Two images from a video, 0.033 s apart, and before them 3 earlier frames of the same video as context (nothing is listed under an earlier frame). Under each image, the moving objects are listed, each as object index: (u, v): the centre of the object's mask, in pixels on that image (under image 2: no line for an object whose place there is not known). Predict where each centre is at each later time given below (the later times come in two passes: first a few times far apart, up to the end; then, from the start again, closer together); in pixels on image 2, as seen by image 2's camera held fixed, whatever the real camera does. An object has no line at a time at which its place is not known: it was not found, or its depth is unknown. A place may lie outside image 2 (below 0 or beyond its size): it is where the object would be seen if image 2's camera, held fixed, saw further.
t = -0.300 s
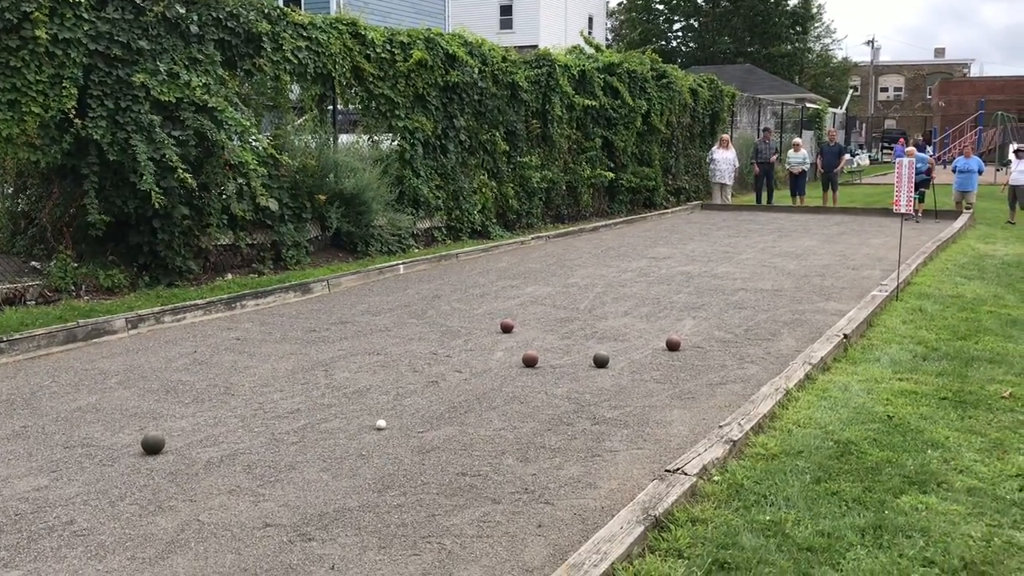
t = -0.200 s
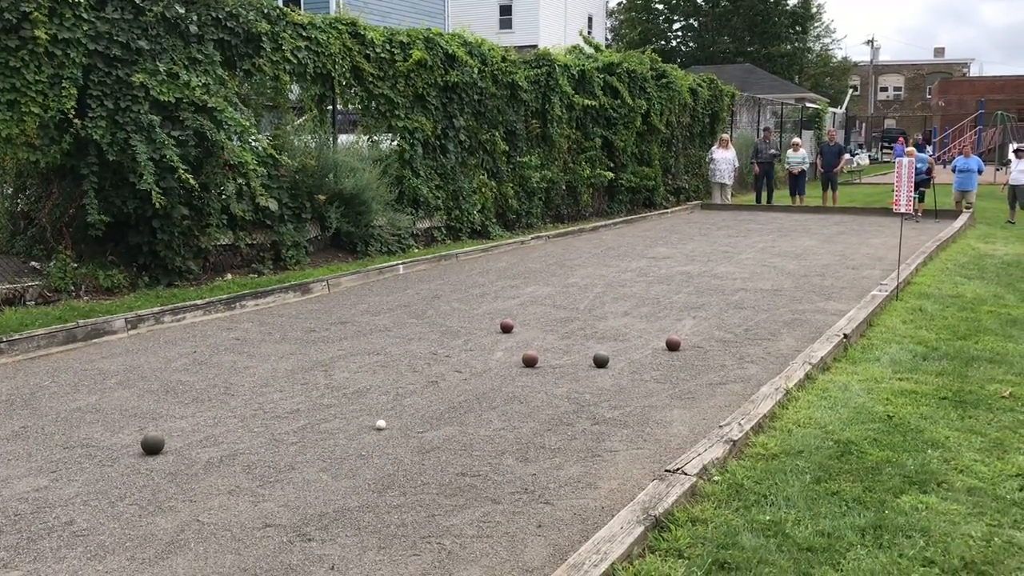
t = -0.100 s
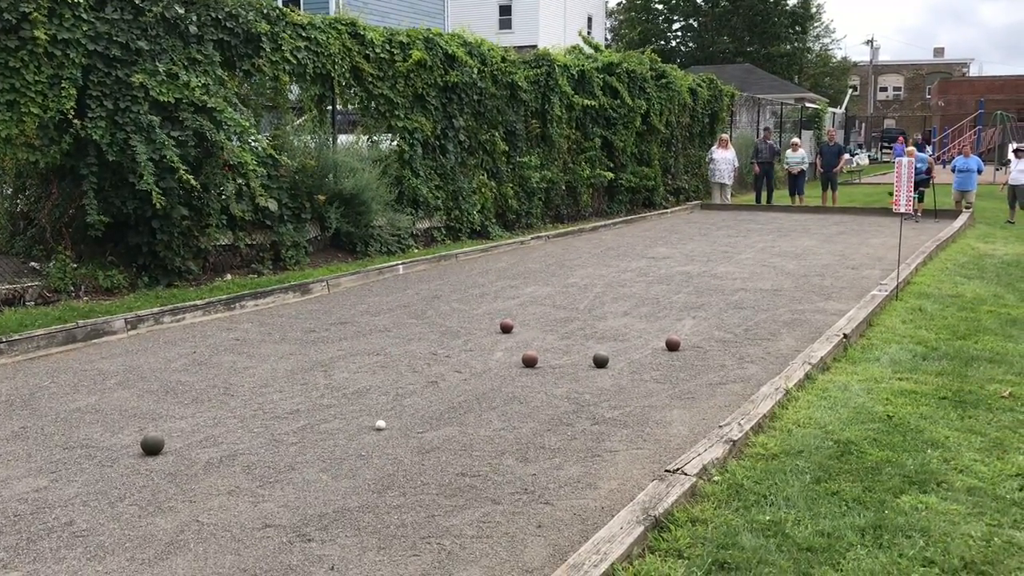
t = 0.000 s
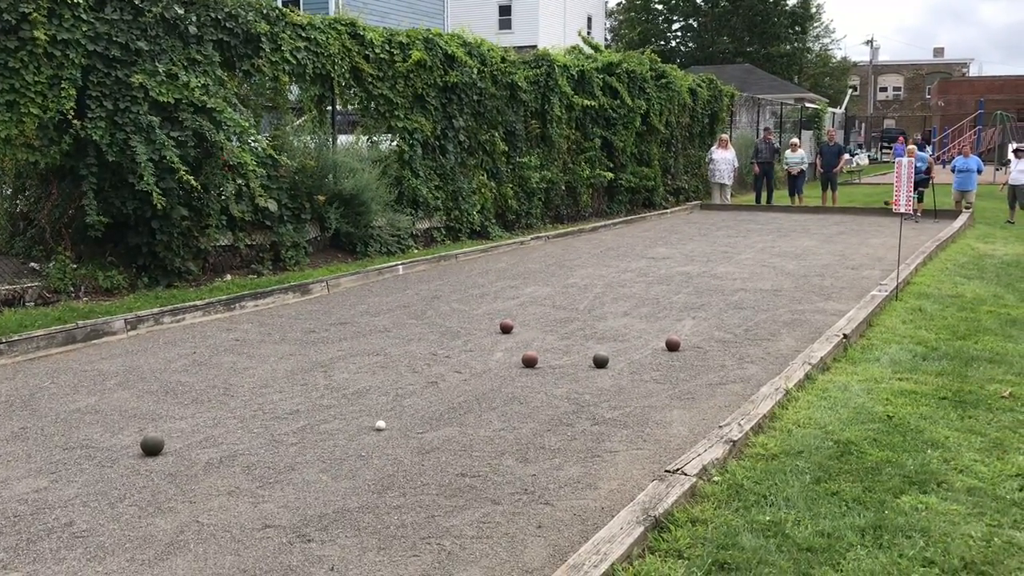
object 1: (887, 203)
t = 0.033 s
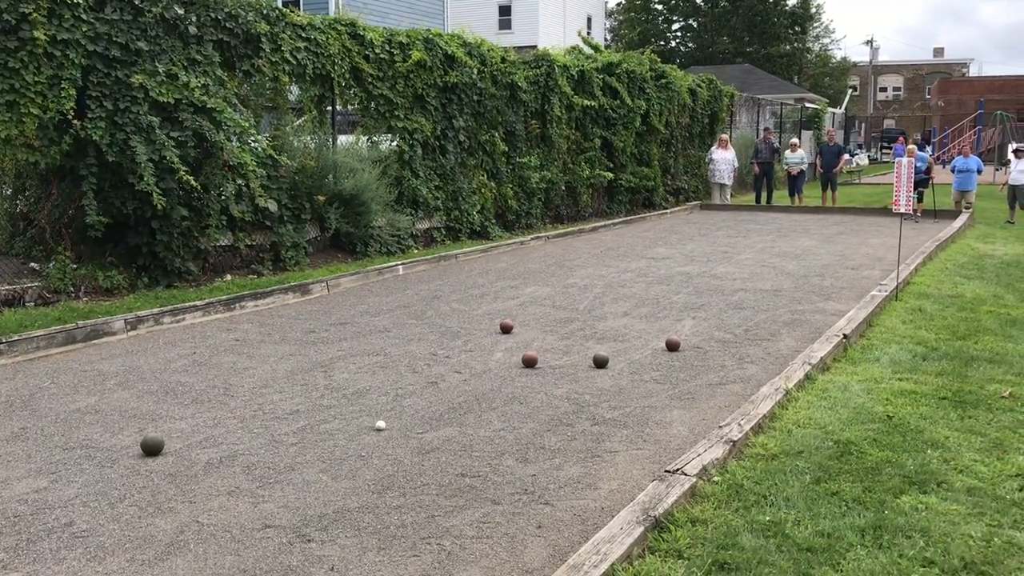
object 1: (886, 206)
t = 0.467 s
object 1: (868, 238)
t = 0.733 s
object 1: (859, 243)
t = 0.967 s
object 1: (850, 249)
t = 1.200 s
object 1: (841, 254)
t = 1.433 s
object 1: (831, 259)
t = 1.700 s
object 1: (818, 267)
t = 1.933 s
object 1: (807, 274)
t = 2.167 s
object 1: (797, 279)
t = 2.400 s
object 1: (786, 287)
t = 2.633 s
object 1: (776, 293)
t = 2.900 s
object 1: (764, 299)
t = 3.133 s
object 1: (754, 304)
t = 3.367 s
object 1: (746, 310)
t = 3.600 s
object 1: (737, 313)
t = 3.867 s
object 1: (728, 317)
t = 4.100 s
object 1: (721, 319)
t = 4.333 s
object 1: (715, 320)
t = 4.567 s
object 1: (711, 321)
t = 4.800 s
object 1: (710, 321)
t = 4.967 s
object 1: (710, 321)
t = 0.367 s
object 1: (872, 236)
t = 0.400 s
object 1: (871, 236)
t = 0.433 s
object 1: (870, 237)
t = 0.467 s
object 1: (868, 238)
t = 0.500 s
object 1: (867, 238)
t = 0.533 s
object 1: (866, 239)
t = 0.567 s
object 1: (865, 239)
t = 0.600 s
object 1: (864, 240)
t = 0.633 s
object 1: (863, 242)
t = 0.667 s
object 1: (862, 242)
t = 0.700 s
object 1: (861, 243)
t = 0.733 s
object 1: (859, 243)
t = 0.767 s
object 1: (858, 244)
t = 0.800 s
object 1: (857, 245)
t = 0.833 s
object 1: (855, 246)
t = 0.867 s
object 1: (854, 247)
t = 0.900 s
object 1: (853, 247)
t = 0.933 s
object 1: (852, 248)
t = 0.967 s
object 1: (850, 249)
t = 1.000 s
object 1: (849, 250)
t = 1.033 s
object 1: (848, 251)
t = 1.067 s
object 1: (846, 251)
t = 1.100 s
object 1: (845, 251)
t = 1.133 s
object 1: (844, 252)
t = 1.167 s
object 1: (843, 253)
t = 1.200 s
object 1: (841, 254)
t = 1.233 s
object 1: (840, 255)
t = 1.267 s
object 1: (838, 256)
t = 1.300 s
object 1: (837, 257)
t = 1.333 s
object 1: (836, 257)
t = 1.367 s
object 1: (834, 258)
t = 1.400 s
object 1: (832, 259)
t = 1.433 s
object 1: (831, 259)
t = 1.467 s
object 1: (829, 260)
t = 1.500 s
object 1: (828, 262)
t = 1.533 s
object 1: (826, 263)
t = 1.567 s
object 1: (825, 263)
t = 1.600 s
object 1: (823, 265)
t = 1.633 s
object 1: (822, 266)
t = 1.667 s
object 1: (820, 266)
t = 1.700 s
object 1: (818, 267)
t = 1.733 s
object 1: (817, 267)
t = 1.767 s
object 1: (815, 268)
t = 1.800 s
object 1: (814, 269)
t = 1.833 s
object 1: (812, 270)
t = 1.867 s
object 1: (811, 271)
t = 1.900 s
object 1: (809, 272)
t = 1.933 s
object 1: (807, 274)
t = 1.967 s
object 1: (806, 275)
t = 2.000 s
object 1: (804, 276)
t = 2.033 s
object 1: (802, 277)
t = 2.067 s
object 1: (801, 278)
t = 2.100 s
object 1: (799, 278)
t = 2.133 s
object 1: (798, 279)
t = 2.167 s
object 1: (797, 279)
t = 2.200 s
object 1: (795, 281)
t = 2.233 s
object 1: (794, 282)
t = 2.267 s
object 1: (793, 283)
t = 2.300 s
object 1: (791, 284)
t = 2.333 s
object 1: (789, 285)
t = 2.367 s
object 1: (788, 286)
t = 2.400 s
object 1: (786, 287)
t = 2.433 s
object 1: (785, 287)
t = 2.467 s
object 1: (783, 288)
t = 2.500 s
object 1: (782, 289)
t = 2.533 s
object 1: (780, 290)
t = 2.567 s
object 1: (779, 291)
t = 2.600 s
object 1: (777, 292)
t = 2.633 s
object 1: (776, 293)
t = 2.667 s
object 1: (774, 294)
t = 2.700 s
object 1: (773, 294)
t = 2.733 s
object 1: (771, 295)
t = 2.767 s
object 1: (770, 296)
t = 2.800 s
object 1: (769, 297)
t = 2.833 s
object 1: (767, 298)
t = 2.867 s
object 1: (766, 299)
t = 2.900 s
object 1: (764, 299)
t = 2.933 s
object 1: (763, 300)
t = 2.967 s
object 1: (761, 301)
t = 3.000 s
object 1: (760, 301)
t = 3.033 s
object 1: (758, 302)
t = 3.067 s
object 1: (757, 303)
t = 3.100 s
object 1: (756, 304)
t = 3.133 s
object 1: (754, 304)
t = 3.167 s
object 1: (753, 305)
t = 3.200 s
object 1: (752, 306)
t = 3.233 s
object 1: (751, 307)
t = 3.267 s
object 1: (749, 308)
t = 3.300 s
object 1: (748, 309)
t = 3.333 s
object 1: (747, 309)
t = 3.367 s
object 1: (746, 310)
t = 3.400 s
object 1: (744, 310)
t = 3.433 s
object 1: (743, 310)
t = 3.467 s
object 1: (742, 311)
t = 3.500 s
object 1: (741, 311)
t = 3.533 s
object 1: (740, 312)
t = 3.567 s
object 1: (738, 313)
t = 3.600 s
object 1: (737, 313)
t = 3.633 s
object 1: (736, 314)
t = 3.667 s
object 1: (735, 314)
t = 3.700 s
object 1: (733, 315)
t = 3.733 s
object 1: (732, 315)
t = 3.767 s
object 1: (731, 316)
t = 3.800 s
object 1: (730, 316)
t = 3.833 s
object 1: (729, 317)
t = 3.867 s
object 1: (728, 317)
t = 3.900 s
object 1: (727, 317)
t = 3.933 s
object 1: (726, 317)
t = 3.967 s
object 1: (725, 318)
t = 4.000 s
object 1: (724, 318)
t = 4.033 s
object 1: (723, 319)
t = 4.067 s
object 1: (722, 319)
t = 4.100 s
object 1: (721, 319)
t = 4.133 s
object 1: (720, 319)
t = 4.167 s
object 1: (719, 319)
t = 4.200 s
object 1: (718, 320)
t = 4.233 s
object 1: (717, 320)
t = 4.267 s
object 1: (717, 320)
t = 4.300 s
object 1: (716, 320)
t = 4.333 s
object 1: (715, 320)
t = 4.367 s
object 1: (714, 321)
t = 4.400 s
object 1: (714, 321)
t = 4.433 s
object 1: (713, 321)
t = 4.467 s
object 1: (713, 321)
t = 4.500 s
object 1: (712, 321)
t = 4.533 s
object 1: (712, 321)
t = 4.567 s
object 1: (711, 321)
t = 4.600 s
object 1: (711, 321)
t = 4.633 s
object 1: (711, 321)
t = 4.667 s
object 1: (710, 321)
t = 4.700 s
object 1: (710, 321)
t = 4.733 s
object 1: (710, 321)
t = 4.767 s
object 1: (710, 321)
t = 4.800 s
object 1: (710, 321)
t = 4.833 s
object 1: (710, 321)
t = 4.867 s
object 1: (710, 321)
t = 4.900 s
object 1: (710, 321)
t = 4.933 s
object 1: (710, 321)
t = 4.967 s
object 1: (710, 321)
